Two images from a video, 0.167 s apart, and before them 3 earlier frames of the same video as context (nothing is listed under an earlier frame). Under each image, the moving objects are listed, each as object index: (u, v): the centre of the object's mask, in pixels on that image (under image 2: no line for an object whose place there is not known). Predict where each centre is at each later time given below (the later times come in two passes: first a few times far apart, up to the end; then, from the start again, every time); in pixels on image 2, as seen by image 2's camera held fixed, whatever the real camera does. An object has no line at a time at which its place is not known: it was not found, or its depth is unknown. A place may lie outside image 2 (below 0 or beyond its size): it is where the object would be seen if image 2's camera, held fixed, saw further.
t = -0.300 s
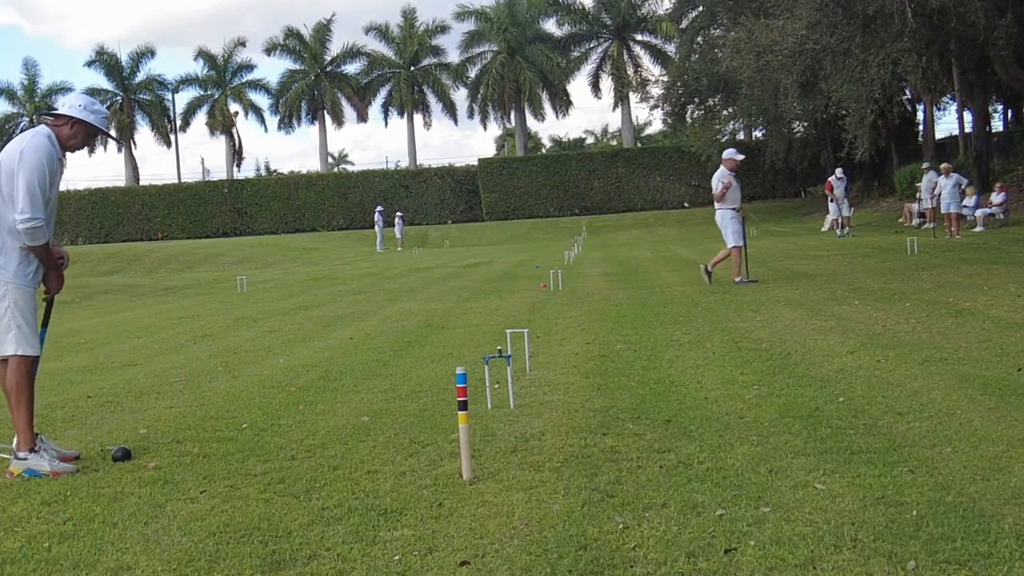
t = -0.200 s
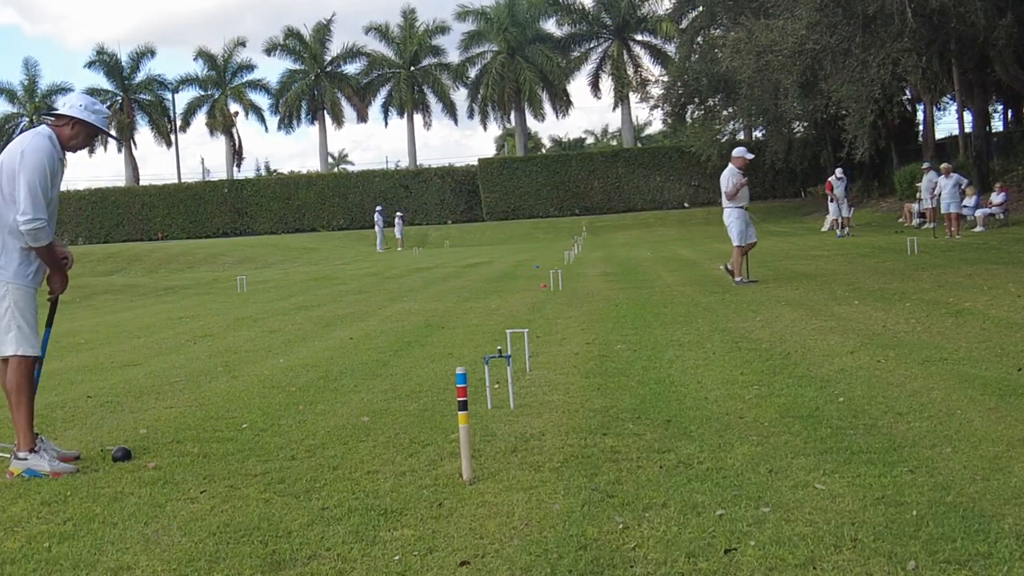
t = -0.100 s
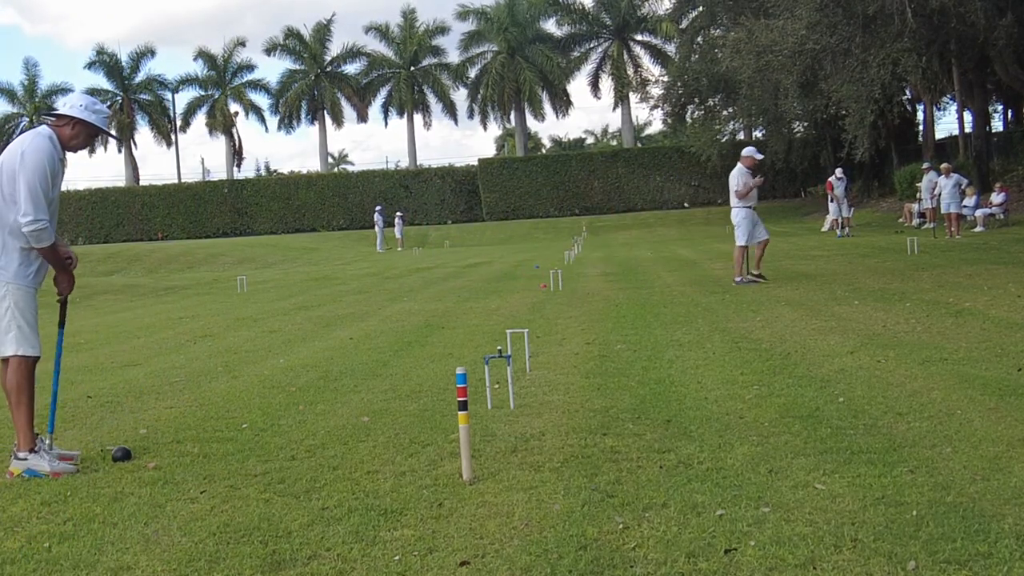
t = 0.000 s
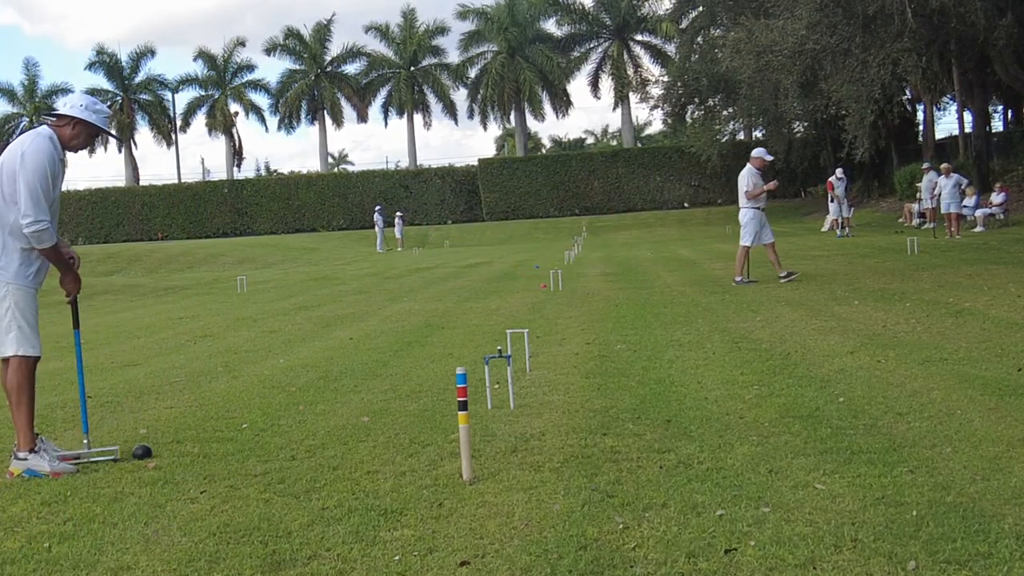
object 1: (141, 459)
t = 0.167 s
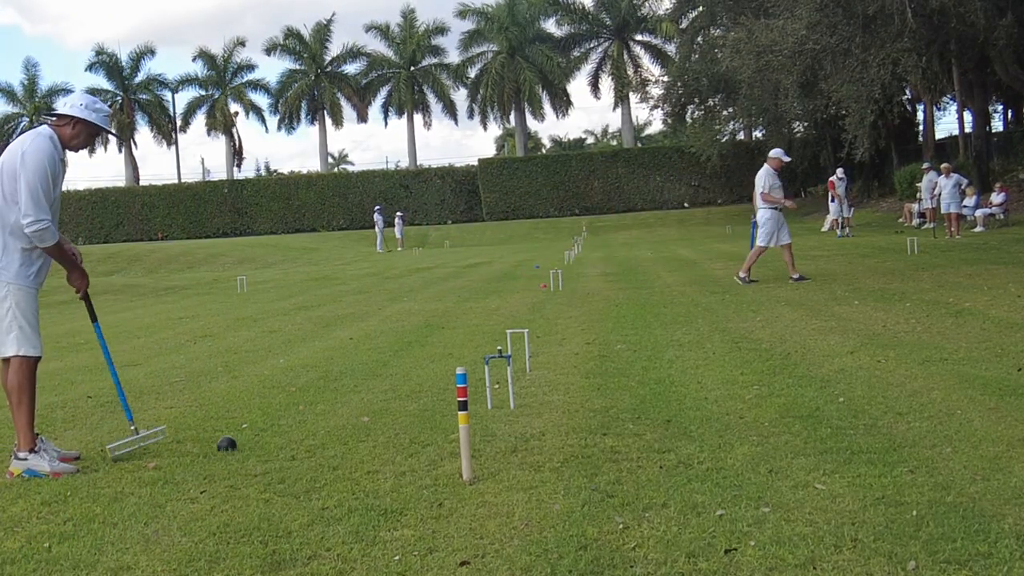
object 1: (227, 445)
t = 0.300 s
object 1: (273, 439)
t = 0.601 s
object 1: (345, 432)
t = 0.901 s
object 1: (381, 427)
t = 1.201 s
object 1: (384, 427)
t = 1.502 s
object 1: (384, 427)
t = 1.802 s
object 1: (384, 427)
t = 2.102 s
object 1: (384, 427)
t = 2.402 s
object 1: (384, 427)
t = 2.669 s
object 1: (384, 427)
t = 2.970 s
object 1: (384, 427)
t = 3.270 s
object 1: (384, 427)
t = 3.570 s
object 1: (384, 427)
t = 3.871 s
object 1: (384, 427)
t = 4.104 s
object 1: (384, 427)
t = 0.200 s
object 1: (239, 443)
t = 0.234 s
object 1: (251, 442)
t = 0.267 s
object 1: (262, 440)
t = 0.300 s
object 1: (273, 439)
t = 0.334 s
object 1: (283, 439)
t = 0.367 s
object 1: (293, 438)
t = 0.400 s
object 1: (302, 437)
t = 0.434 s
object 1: (310, 435)
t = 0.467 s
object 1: (318, 434)
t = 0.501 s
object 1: (325, 433)
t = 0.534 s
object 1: (332, 432)
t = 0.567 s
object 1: (339, 431)
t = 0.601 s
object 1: (345, 432)
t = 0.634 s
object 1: (351, 431)
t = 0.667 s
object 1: (356, 430)
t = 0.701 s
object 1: (361, 430)
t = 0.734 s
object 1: (366, 429)
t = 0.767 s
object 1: (370, 429)
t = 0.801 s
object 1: (373, 429)
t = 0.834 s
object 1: (376, 428)
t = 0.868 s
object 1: (379, 428)
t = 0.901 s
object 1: (381, 427)
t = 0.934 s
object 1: (382, 427)
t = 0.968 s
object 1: (383, 427)
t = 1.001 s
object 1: (384, 427)
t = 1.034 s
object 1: (384, 427)
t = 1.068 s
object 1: (384, 427)
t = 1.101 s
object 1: (385, 427)
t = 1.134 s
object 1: (384, 427)
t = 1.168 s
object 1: (384, 427)
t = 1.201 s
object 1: (384, 427)
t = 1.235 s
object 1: (384, 427)
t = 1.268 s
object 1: (384, 427)
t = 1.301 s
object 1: (384, 427)
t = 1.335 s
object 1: (384, 427)
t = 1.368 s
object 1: (384, 427)
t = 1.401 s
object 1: (384, 427)
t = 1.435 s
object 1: (384, 427)
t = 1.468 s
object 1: (384, 427)
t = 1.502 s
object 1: (384, 427)
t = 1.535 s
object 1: (384, 427)
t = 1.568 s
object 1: (384, 427)
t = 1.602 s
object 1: (384, 427)
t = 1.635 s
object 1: (384, 427)
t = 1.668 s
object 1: (384, 427)
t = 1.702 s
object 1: (384, 427)
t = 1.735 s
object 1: (384, 427)
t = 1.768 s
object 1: (384, 427)
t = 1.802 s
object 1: (384, 427)
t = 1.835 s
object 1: (384, 427)
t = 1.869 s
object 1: (384, 427)
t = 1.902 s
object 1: (384, 427)
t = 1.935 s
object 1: (384, 427)
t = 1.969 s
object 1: (384, 427)
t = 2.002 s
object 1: (384, 427)
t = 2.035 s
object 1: (384, 427)
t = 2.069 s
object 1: (384, 427)
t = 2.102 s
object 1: (384, 427)
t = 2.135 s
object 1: (384, 427)
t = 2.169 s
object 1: (384, 427)
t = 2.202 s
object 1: (384, 427)
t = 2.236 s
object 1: (384, 427)
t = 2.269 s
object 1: (384, 427)
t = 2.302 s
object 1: (384, 427)
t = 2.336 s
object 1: (384, 427)
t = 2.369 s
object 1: (384, 427)
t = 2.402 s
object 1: (384, 427)
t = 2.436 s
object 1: (384, 427)
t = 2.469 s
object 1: (384, 427)
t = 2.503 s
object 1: (384, 427)
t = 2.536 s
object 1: (384, 427)
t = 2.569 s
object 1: (384, 427)
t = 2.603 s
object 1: (384, 427)
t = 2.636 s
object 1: (384, 427)
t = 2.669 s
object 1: (384, 427)
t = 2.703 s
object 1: (384, 427)
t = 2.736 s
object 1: (384, 427)
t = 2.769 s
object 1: (384, 427)
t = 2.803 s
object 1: (384, 427)
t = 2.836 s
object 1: (384, 427)
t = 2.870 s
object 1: (384, 427)
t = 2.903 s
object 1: (384, 427)
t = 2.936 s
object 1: (384, 427)
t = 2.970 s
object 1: (384, 427)
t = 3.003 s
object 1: (384, 427)
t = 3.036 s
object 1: (384, 427)
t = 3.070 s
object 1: (384, 427)
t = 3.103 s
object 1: (384, 427)
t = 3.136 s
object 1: (384, 427)
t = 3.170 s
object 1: (384, 427)
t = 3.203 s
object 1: (384, 427)
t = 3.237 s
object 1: (384, 427)
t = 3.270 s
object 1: (384, 427)
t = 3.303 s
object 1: (384, 427)
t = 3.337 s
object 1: (384, 427)
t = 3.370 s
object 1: (384, 427)
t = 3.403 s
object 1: (384, 427)
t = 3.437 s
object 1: (384, 427)
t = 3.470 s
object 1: (384, 427)
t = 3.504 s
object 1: (384, 427)
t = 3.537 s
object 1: (384, 427)
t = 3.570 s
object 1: (384, 427)
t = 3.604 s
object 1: (384, 427)
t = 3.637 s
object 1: (384, 427)
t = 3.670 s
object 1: (384, 427)
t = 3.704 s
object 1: (384, 427)
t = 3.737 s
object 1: (384, 427)
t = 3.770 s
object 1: (384, 427)
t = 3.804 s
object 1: (384, 427)
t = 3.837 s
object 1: (384, 427)
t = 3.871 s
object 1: (384, 427)
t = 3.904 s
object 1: (384, 427)
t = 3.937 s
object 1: (384, 427)
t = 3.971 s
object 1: (384, 427)
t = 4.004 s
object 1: (384, 427)
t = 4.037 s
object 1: (384, 427)
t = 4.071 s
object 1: (384, 427)
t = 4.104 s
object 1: (384, 427)
